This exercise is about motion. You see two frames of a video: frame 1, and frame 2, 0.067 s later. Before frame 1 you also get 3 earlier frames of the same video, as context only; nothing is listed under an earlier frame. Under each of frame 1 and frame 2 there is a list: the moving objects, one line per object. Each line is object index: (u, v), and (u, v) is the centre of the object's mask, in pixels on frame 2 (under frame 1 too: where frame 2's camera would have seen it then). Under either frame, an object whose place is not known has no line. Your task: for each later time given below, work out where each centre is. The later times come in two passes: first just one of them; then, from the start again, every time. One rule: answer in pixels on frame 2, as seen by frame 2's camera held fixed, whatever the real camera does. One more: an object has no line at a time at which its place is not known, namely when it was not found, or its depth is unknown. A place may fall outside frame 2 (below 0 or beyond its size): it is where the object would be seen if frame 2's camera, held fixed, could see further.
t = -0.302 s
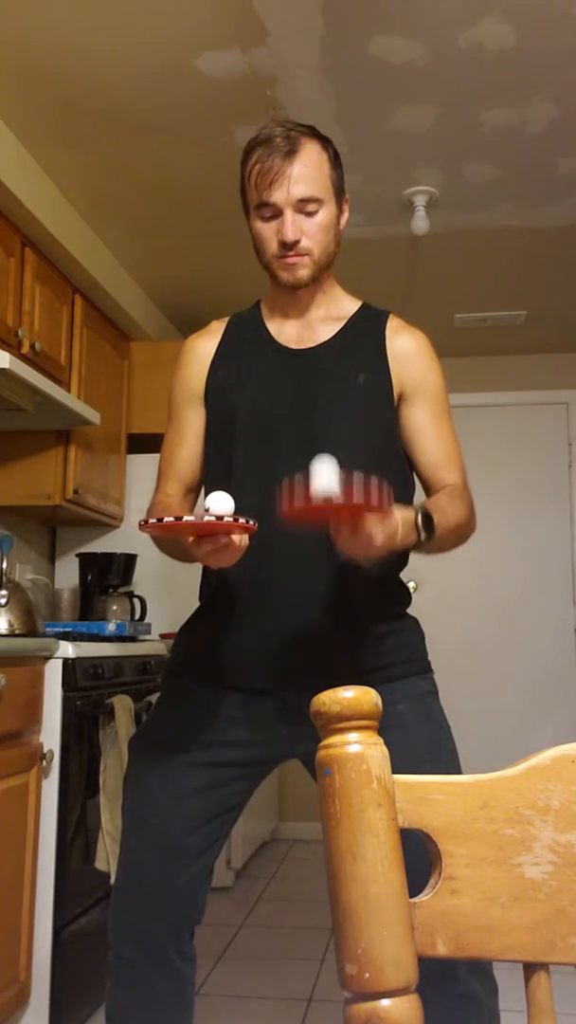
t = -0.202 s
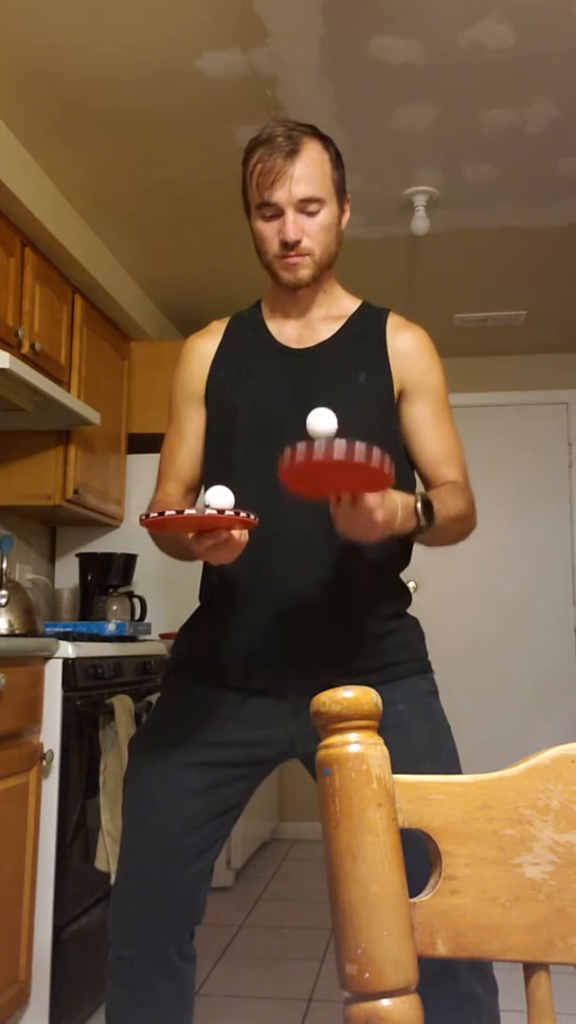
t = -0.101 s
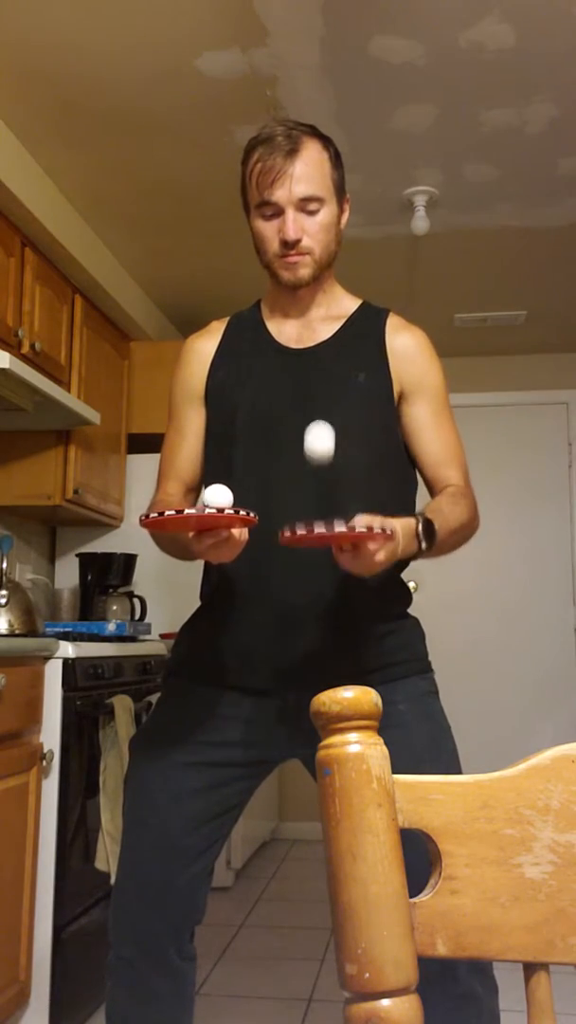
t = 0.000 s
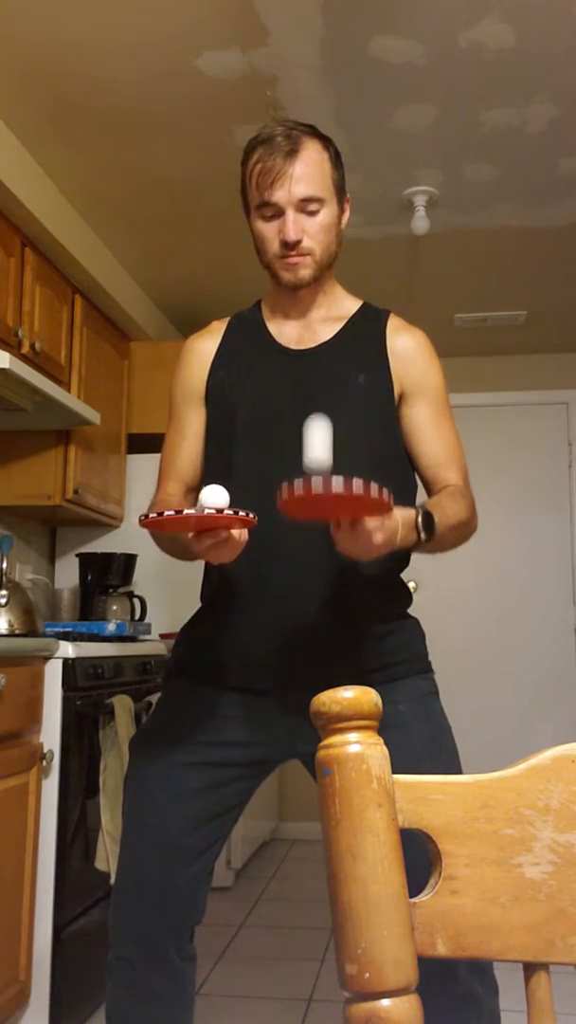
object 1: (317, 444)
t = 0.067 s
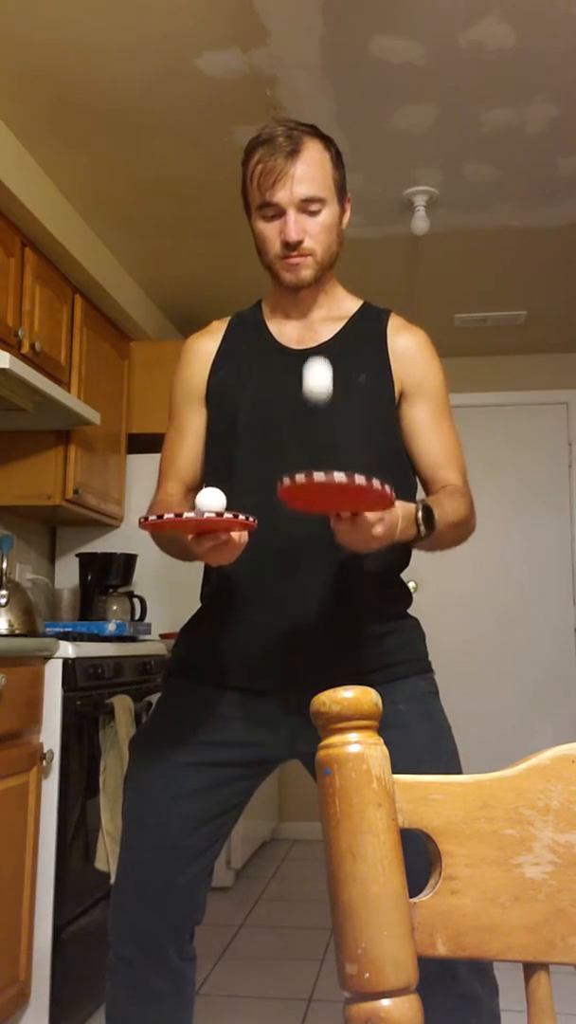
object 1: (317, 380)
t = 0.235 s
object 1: (316, 363)
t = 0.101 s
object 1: (317, 362)
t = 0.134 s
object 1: (317, 350)
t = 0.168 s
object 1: (317, 347)
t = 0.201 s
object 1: (317, 352)
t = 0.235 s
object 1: (316, 363)
